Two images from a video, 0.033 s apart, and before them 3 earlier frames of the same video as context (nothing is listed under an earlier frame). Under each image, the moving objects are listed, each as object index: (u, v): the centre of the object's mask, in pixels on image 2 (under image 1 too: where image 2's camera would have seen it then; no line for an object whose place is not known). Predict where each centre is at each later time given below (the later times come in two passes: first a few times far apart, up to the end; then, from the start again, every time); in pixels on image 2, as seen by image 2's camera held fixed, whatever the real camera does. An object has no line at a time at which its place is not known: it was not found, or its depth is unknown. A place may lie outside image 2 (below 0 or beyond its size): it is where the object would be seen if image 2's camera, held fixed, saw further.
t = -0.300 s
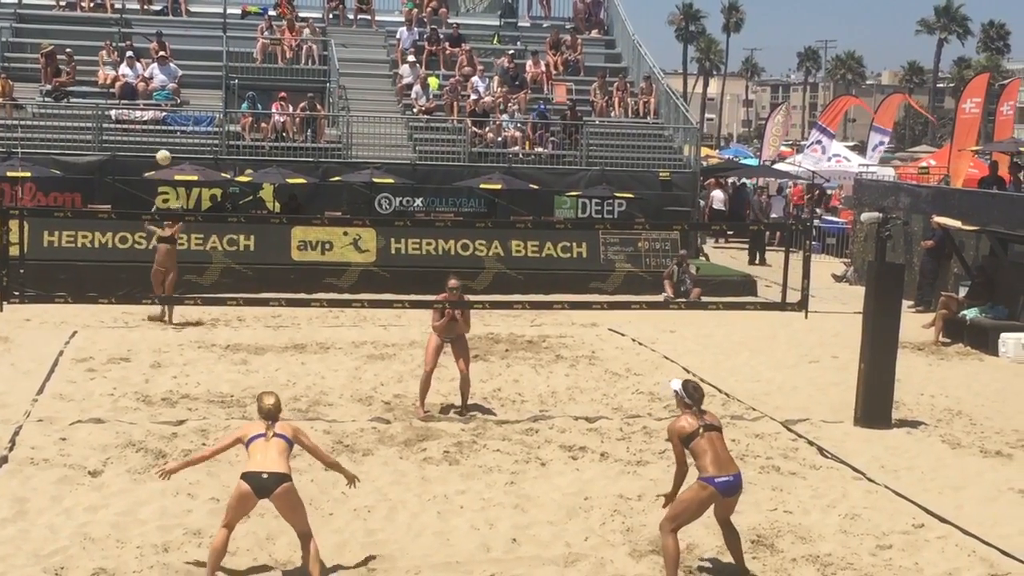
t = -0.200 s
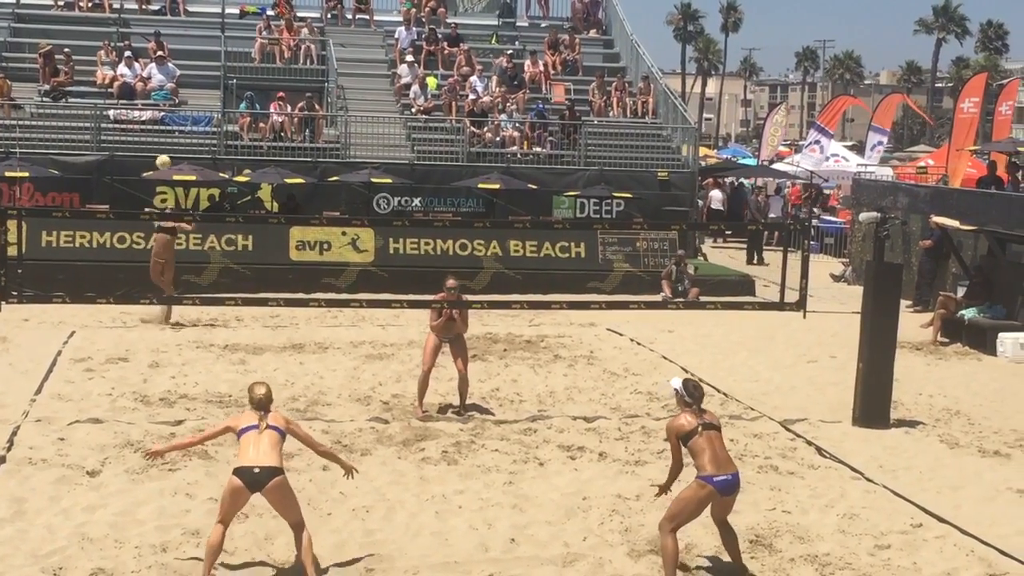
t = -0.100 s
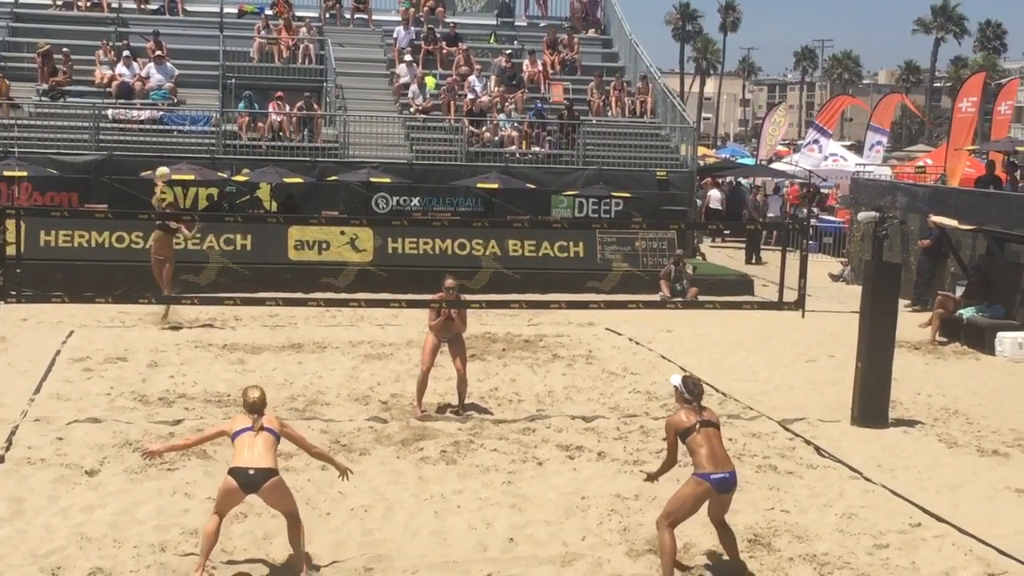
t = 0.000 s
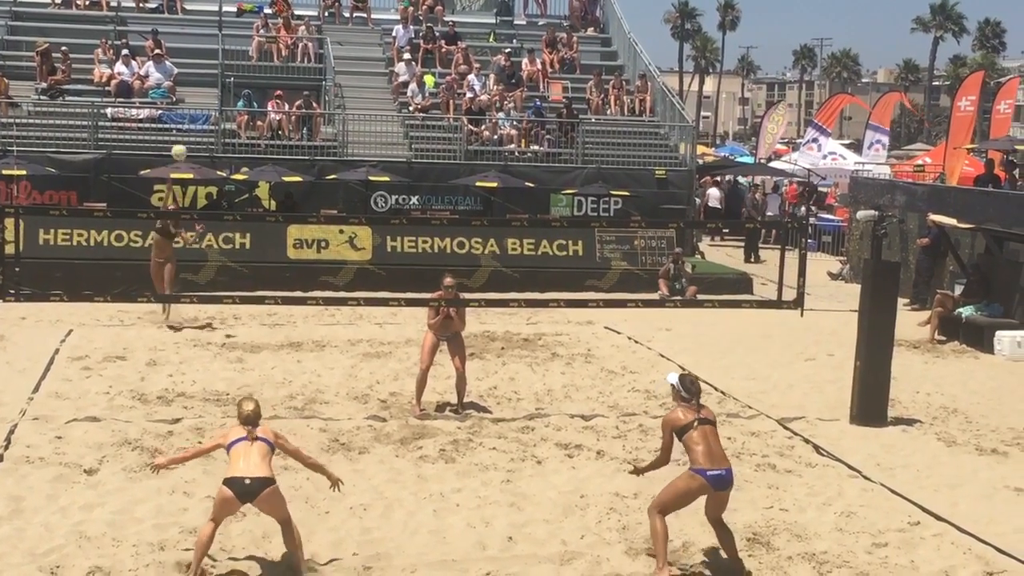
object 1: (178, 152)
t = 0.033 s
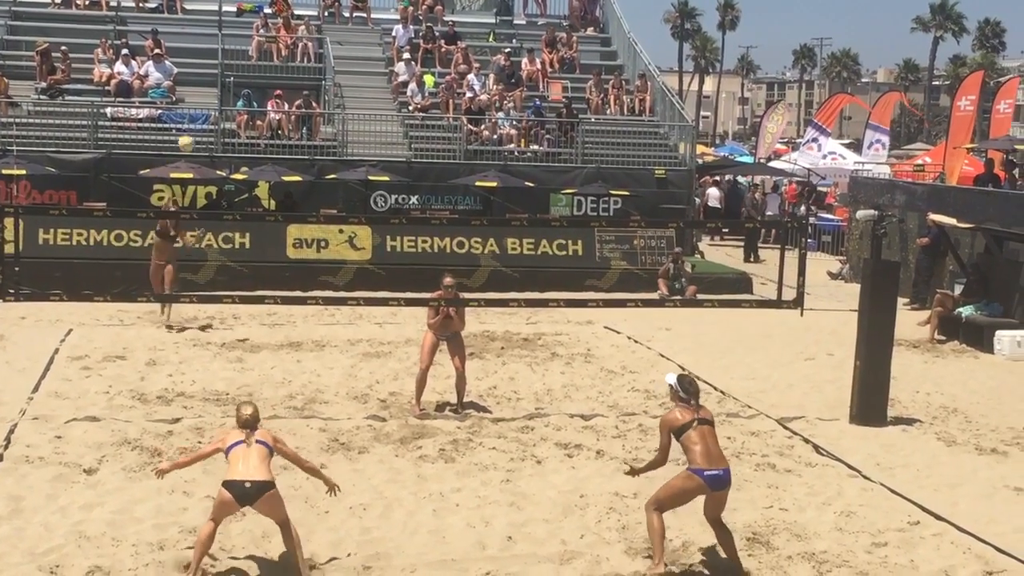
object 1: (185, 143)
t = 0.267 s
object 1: (248, 100)
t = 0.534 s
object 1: (347, 105)
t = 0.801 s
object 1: (468, 198)
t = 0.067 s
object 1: (193, 136)
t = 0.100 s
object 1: (201, 128)
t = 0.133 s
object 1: (209, 121)
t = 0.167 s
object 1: (218, 115)
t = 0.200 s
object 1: (228, 110)
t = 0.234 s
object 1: (238, 105)
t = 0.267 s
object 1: (248, 100)
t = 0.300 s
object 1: (259, 98)
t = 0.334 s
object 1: (270, 94)
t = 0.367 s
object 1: (282, 94)
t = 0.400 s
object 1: (294, 94)
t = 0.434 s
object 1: (307, 95)
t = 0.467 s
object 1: (320, 98)
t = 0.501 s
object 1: (333, 101)
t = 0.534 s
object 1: (347, 105)
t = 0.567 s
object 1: (361, 111)
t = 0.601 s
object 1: (375, 117)
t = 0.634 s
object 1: (389, 127)
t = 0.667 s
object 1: (404, 138)
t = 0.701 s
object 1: (419, 150)
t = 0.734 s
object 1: (435, 164)
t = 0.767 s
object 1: (451, 180)
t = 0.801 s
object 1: (468, 198)
